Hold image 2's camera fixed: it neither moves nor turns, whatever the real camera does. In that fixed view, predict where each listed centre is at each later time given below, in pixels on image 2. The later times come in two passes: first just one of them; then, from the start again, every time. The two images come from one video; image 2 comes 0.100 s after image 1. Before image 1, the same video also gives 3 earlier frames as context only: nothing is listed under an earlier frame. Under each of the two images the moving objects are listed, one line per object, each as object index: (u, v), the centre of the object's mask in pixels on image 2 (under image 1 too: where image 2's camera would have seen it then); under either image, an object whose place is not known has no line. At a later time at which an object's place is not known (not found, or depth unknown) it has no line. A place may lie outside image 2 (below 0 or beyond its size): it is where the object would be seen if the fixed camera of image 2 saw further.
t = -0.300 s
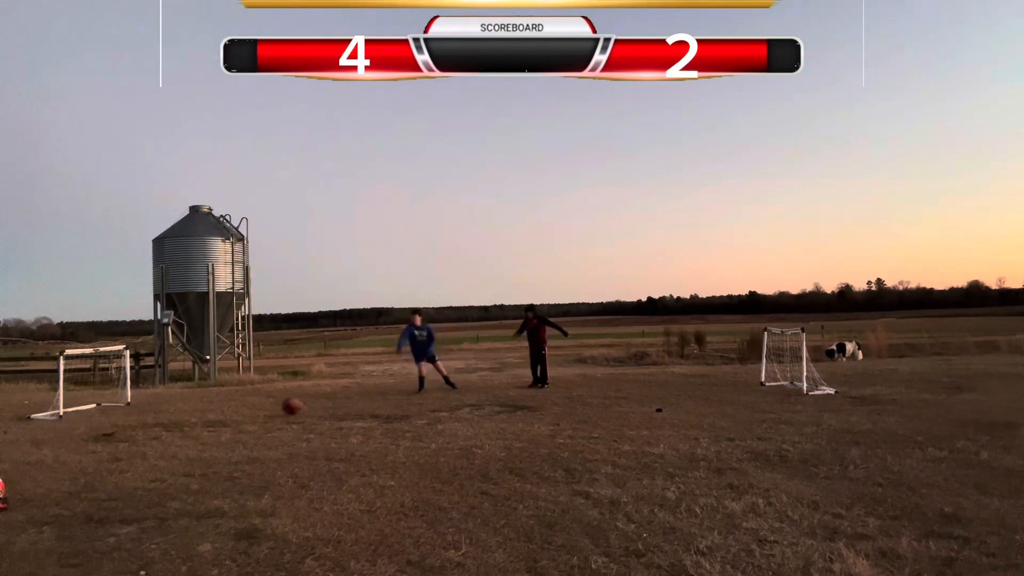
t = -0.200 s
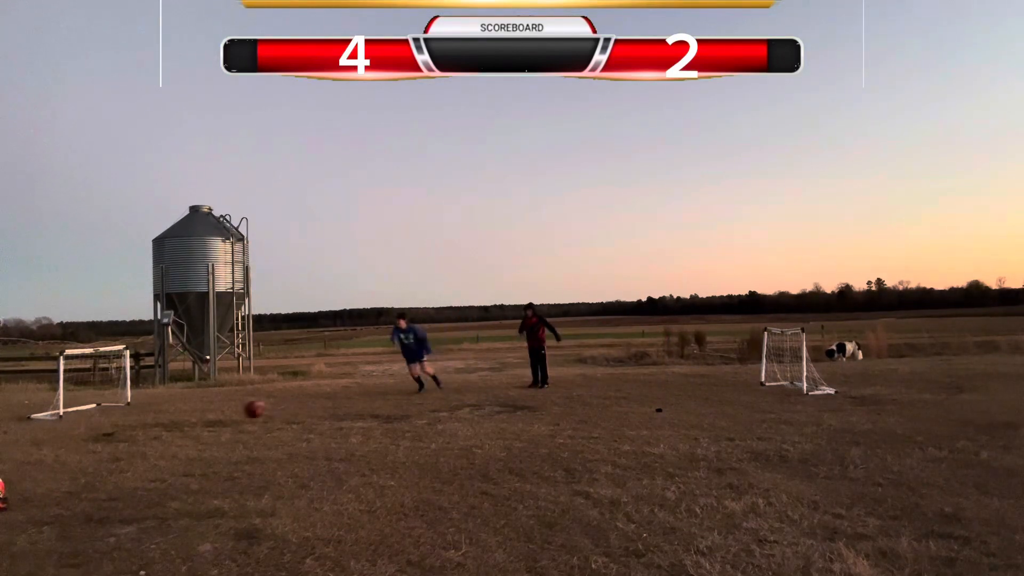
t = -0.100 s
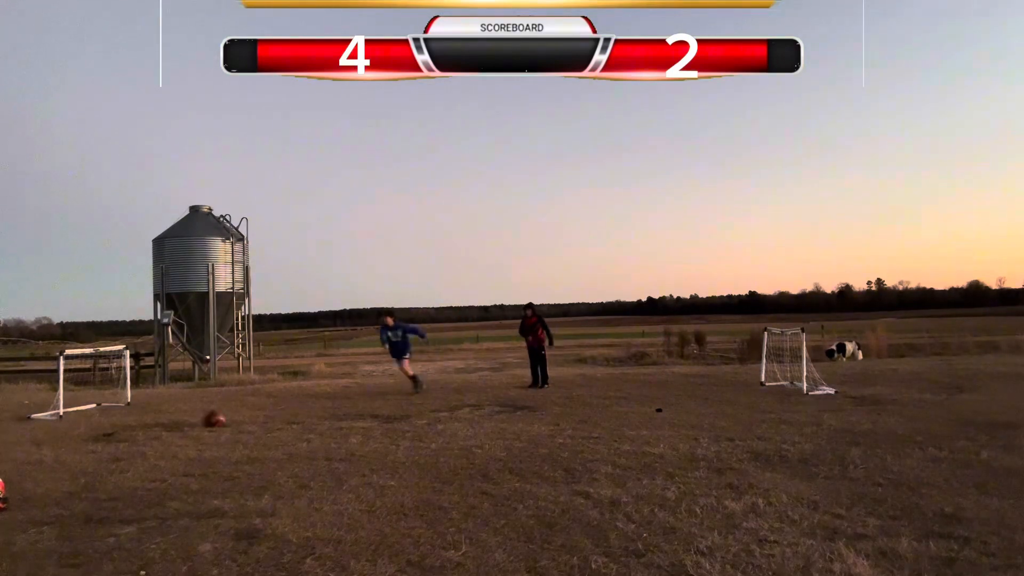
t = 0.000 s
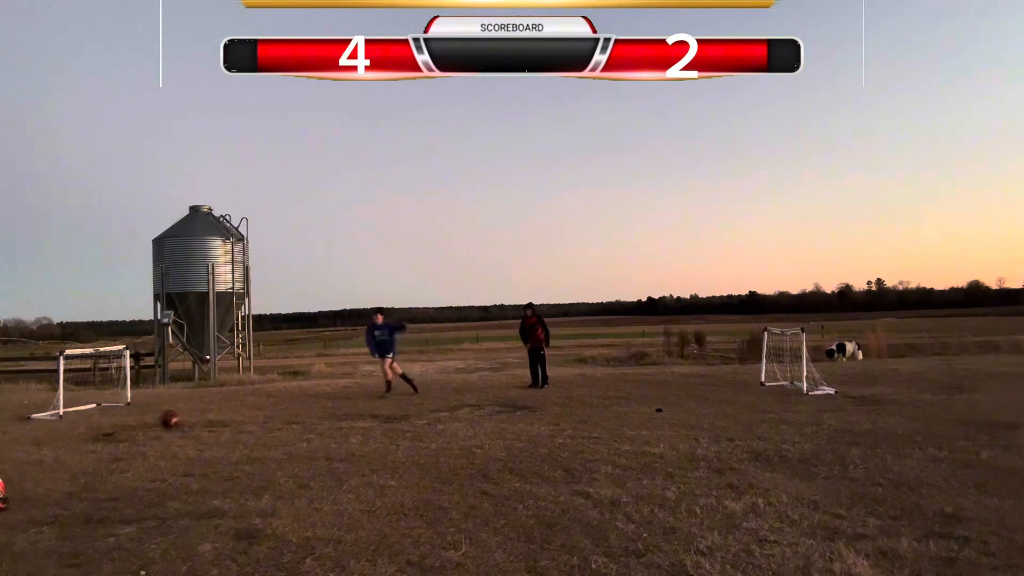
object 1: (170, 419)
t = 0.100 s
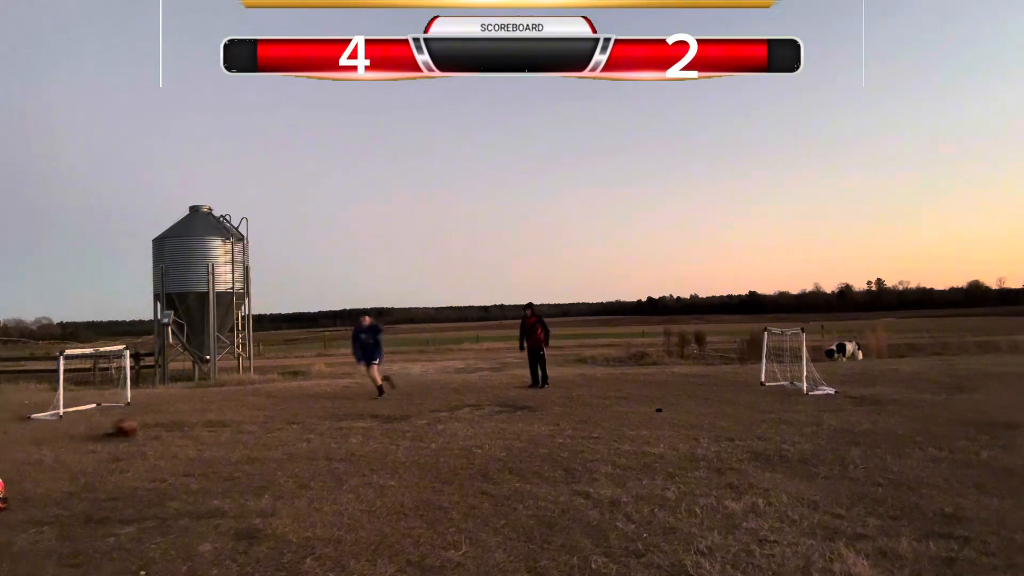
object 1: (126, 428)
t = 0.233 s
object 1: (64, 435)
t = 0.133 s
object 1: (109, 429)
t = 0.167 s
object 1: (96, 430)
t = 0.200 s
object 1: (80, 431)
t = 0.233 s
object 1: (64, 435)
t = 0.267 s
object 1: (47, 437)
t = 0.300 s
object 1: (31, 437)
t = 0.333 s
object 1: (14, 439)
